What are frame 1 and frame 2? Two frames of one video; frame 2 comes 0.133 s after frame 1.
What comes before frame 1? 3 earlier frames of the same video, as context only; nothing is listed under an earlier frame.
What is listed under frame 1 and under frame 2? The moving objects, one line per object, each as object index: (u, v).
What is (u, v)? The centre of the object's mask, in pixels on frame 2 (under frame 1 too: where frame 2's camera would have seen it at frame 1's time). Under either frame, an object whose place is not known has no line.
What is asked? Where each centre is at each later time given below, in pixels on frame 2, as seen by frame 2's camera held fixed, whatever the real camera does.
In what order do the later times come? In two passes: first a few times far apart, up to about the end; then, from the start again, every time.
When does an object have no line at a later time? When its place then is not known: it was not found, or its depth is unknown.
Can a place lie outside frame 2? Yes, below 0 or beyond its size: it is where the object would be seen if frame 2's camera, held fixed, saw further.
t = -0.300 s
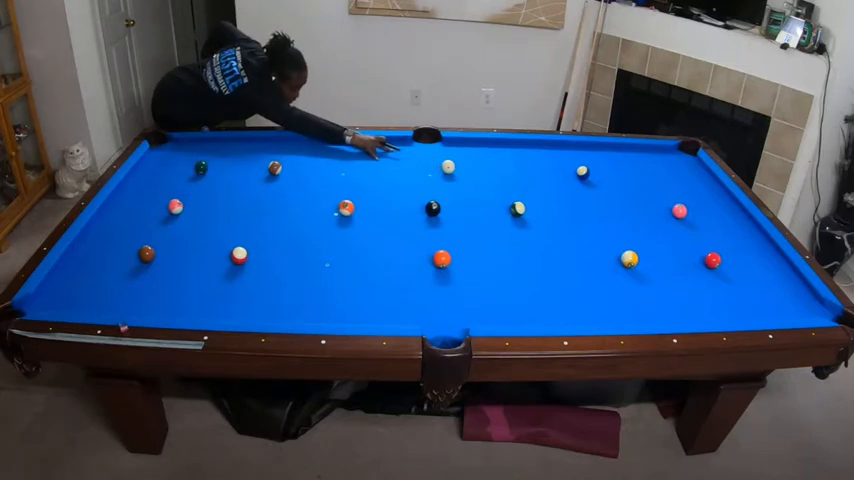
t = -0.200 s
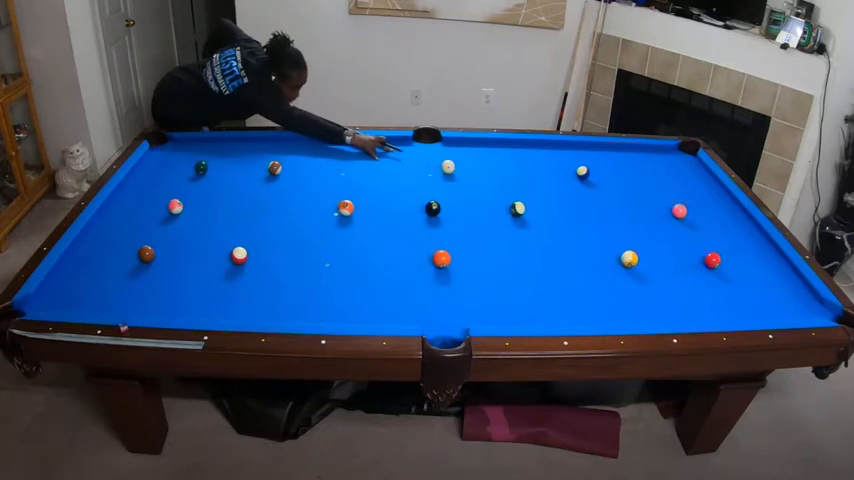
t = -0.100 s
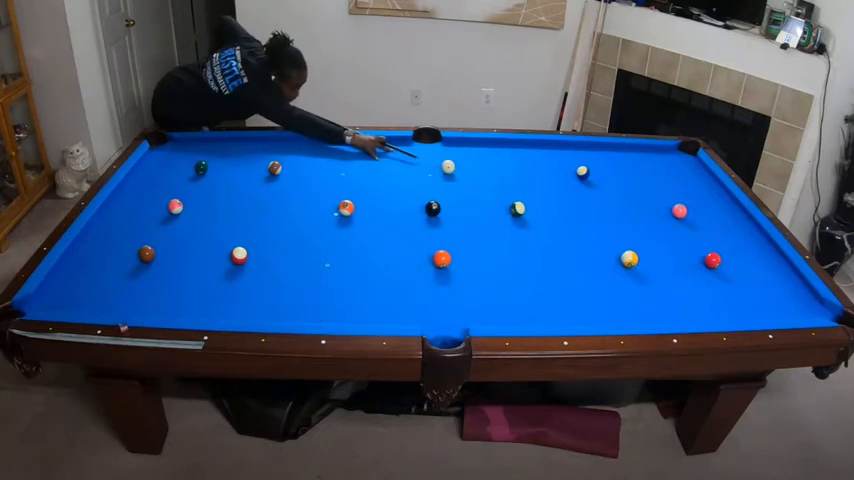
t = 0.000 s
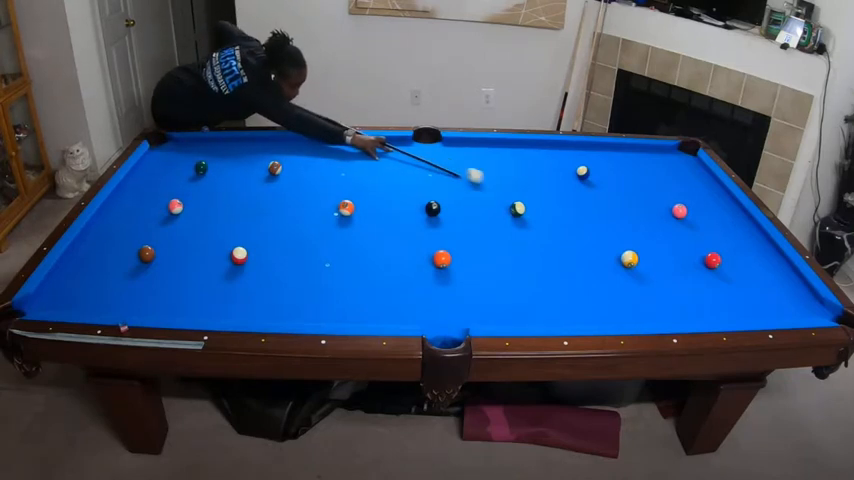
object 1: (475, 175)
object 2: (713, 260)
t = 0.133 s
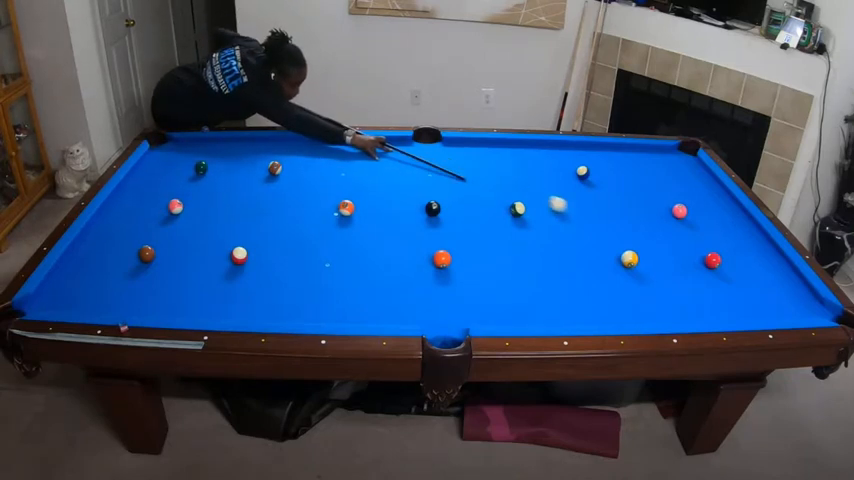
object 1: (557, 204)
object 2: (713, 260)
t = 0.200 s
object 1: (598, 218)
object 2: (713, 260)
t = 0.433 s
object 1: (698, 254)
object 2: (736, 270)
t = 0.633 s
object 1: (704, 253)
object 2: (812, 302)
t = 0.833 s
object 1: (708, 253)
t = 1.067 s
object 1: (712, 252)
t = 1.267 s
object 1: (715, 251)
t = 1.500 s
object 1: (717, 251)
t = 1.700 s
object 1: (718, 251)
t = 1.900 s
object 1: (718, 251)
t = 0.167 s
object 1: (577, 211)
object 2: (713, 260)
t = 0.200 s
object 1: (598, 218)
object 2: (713, 260)
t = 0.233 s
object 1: (617, 225)
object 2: (713, 260)
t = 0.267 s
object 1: (636, 232)
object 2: (713, 260)
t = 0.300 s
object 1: (655, 238)
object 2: (713, 260)
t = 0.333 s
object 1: (672, 245)
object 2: (713, 260)
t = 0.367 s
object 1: (690, 251)
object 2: (713, 260)
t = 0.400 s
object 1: (697, 254)
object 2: (721, 264)
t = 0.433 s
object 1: (698, 254)
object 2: (736, 270)
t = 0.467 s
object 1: (699, 254)
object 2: (751, 276)
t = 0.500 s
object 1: (700, 254)
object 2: (764, 282)
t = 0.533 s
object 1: (701, 253)
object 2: (777, 287)
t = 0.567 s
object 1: (702, 253)
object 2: (790, 292)
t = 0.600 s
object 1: (703, 253)
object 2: (801, 297)
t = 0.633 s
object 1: (704, 253)
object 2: (812, 302)
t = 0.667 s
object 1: (704, 253)
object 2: (823, 306)
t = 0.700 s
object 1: (705, 253)
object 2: (835, 312)
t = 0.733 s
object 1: (706, 253)
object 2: (845, 318)
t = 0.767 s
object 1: (707, 253)
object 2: (850, 323)
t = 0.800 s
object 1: (707, 253)
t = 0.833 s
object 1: (708, 253)
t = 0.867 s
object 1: (709, 253)
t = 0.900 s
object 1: (710, 252)
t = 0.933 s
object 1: (710, 252)
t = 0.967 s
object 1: (711, 252)
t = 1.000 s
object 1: (711, 252)
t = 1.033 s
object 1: (712, 252)
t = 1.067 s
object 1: (712, 252)
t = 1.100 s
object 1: (713, 252)
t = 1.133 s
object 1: (713, 252)
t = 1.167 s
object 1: (714, 252)
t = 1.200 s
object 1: (714, 252)
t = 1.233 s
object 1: (715, 251)
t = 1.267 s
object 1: (715, 251)
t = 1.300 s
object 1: (715, 251)
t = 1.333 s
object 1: (716, 251)
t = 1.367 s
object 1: (716, 251)
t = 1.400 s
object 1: (716, 251)
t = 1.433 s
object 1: (716, 251)
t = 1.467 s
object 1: (717, 251)
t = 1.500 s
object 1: (717, 251)
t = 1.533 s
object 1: (717, 251)
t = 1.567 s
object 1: (717, 251)
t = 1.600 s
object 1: (717, 251)
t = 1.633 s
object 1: (718, 251)
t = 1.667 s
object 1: (718, 251)
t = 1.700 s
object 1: (718, 251)
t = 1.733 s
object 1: (718, 251)
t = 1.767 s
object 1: (718, 251)
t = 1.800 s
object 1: (718, 251)
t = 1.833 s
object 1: (718, 251)
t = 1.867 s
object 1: (718, 251)
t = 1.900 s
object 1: (718, 251)
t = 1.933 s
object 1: (718, 251)
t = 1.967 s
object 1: (718, 251)
